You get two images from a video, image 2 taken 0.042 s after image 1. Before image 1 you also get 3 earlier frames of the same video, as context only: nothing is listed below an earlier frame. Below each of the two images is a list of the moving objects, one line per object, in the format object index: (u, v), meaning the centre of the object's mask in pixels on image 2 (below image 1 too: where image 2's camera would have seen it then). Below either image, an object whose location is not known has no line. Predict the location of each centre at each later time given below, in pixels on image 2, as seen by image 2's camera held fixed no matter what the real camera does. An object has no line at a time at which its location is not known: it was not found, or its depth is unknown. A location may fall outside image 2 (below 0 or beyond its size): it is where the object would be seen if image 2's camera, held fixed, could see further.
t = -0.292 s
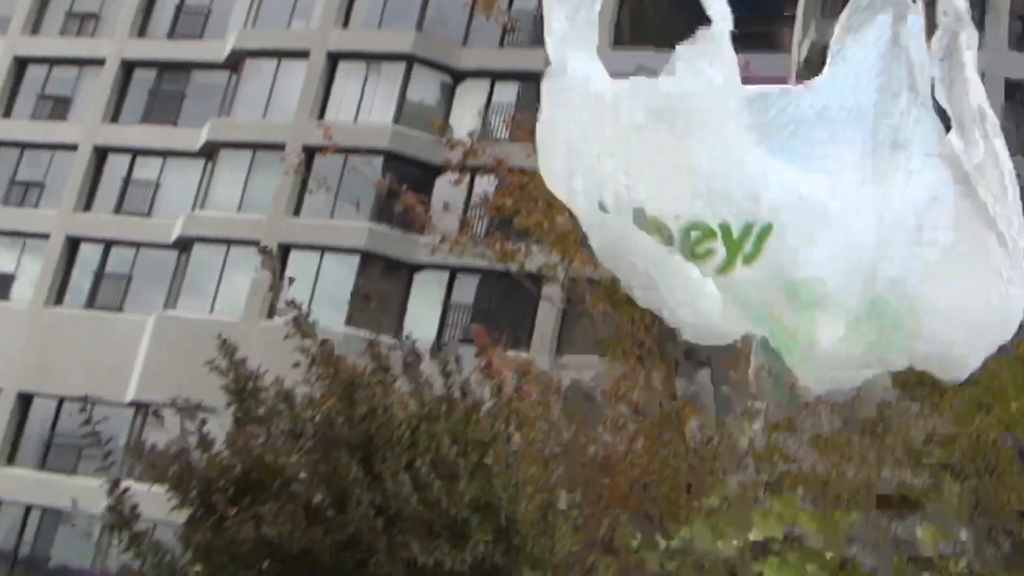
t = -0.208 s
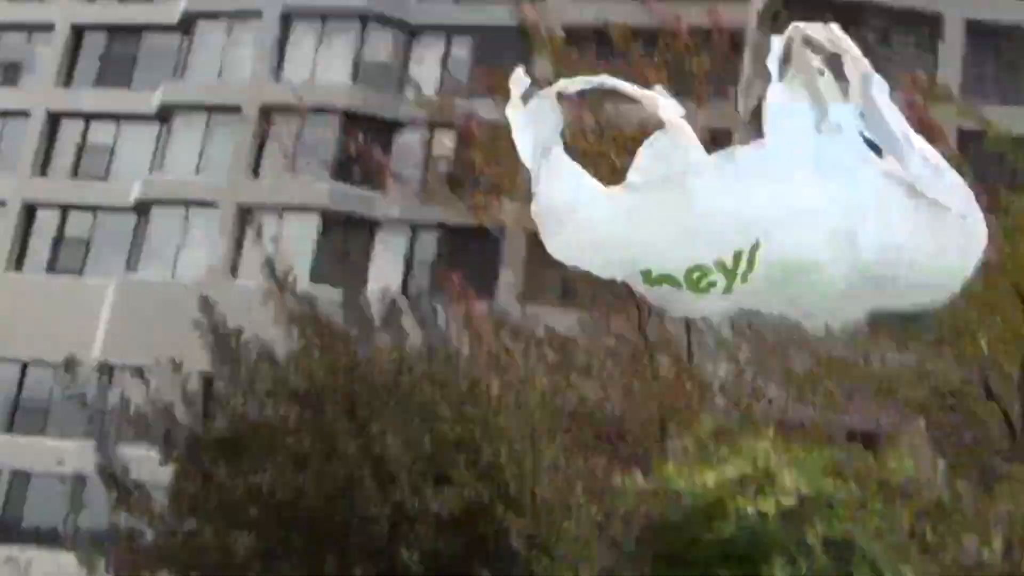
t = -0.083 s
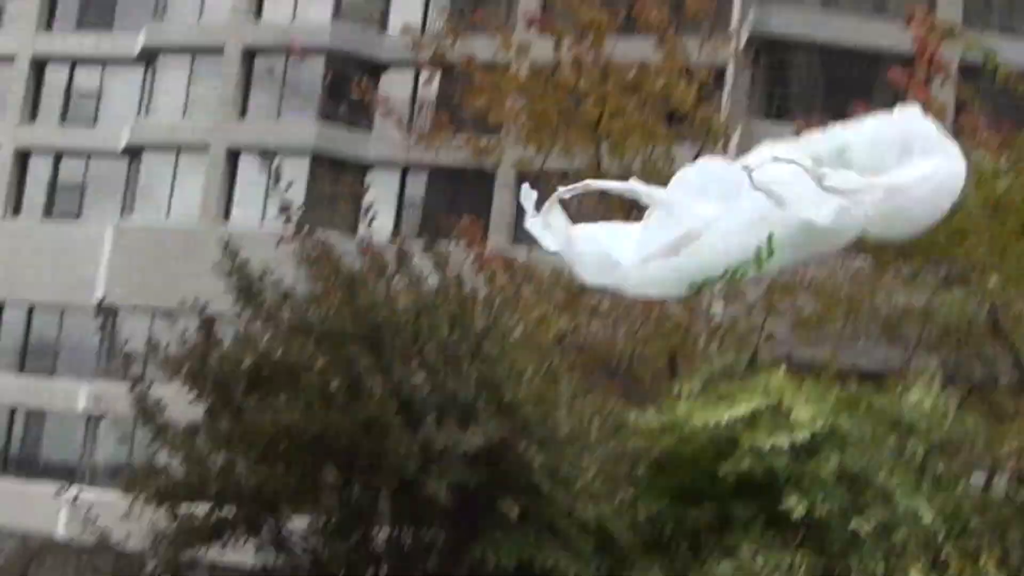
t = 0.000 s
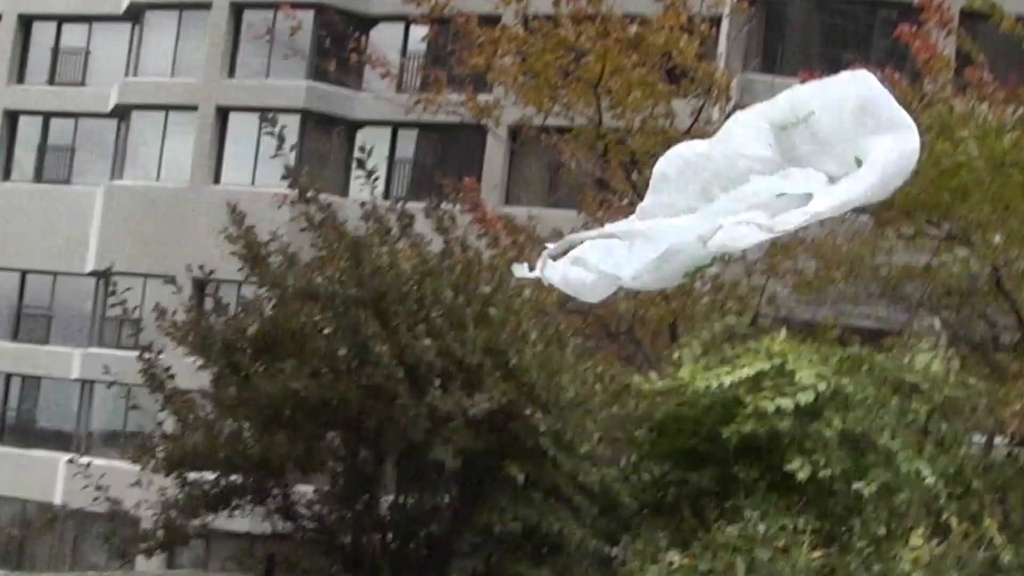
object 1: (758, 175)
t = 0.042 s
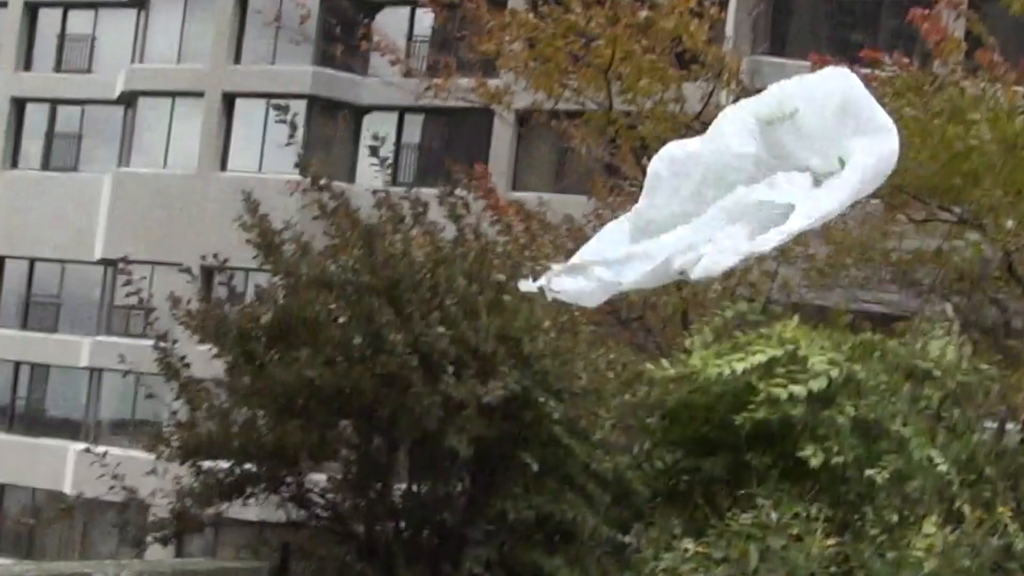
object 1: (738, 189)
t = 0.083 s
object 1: (709, 208)
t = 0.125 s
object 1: (679, 227)
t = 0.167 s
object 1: (646, 247)
